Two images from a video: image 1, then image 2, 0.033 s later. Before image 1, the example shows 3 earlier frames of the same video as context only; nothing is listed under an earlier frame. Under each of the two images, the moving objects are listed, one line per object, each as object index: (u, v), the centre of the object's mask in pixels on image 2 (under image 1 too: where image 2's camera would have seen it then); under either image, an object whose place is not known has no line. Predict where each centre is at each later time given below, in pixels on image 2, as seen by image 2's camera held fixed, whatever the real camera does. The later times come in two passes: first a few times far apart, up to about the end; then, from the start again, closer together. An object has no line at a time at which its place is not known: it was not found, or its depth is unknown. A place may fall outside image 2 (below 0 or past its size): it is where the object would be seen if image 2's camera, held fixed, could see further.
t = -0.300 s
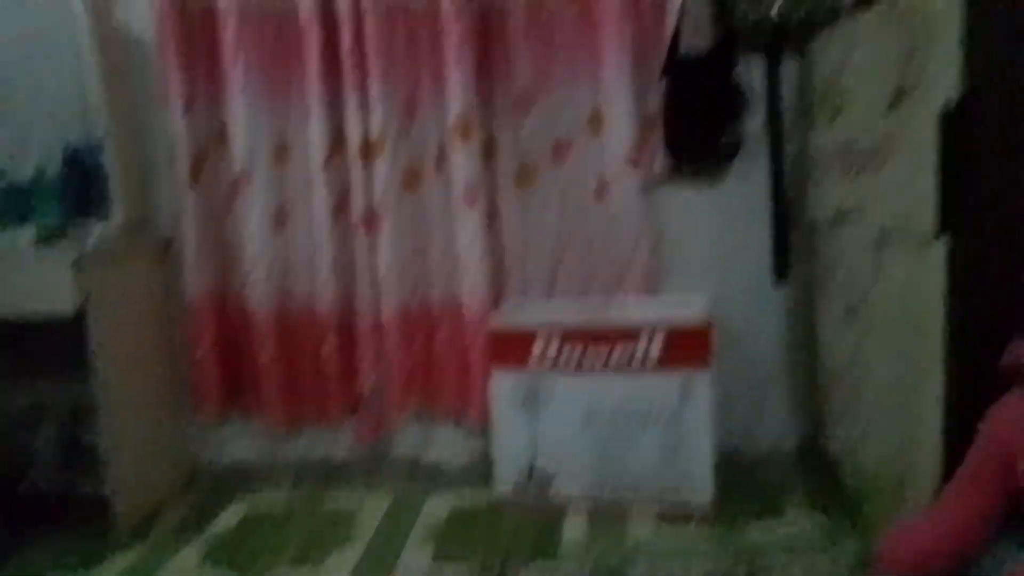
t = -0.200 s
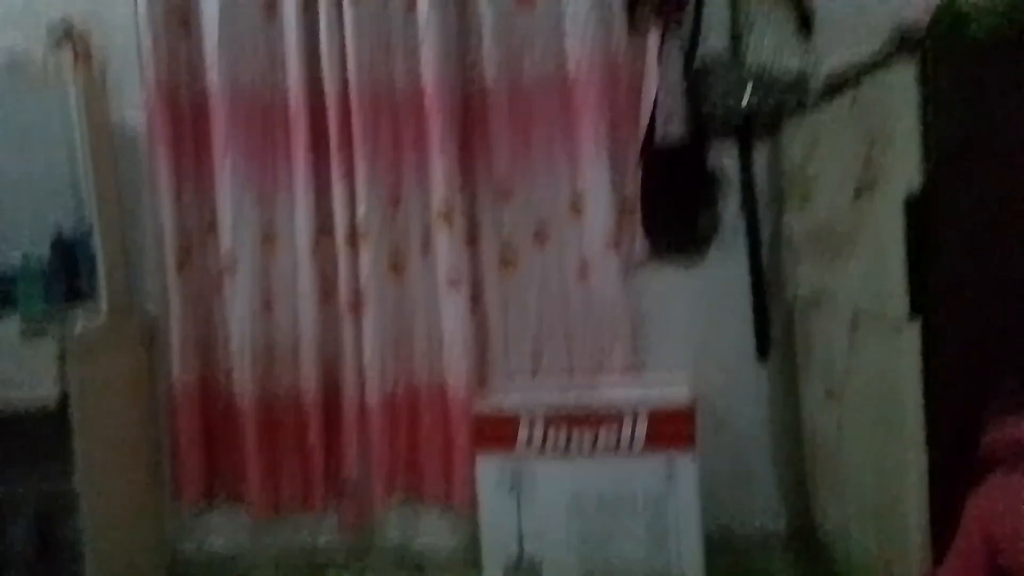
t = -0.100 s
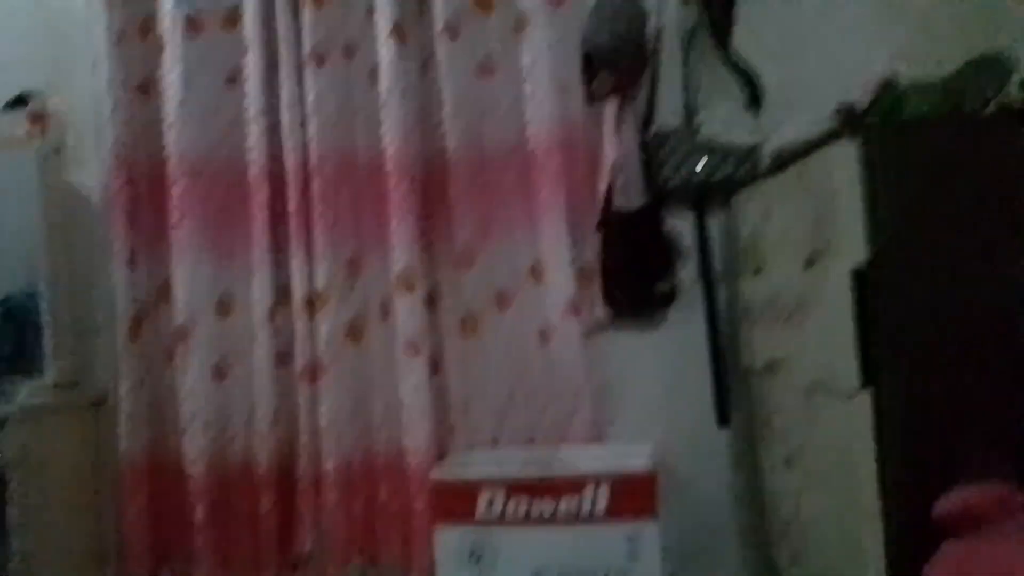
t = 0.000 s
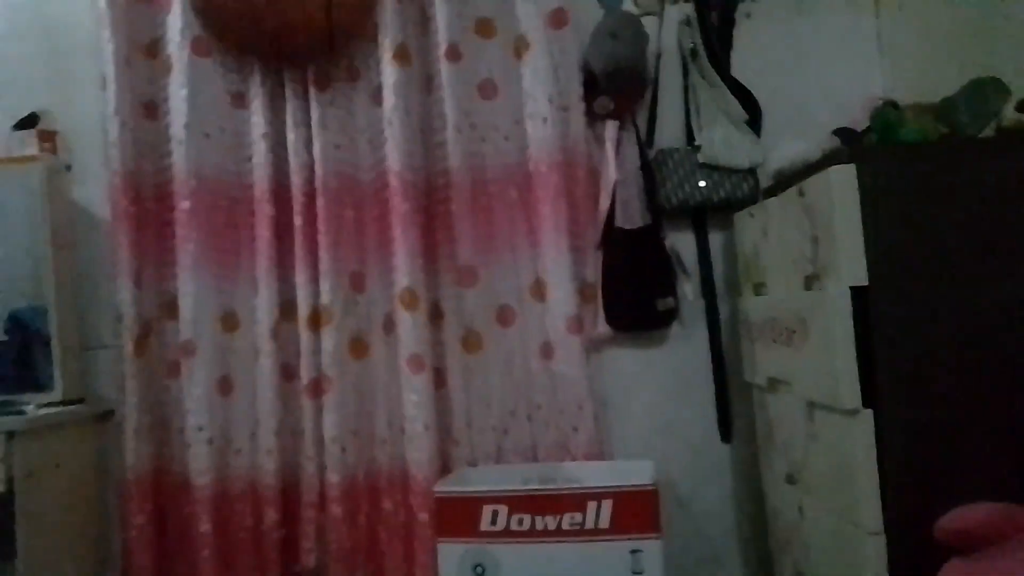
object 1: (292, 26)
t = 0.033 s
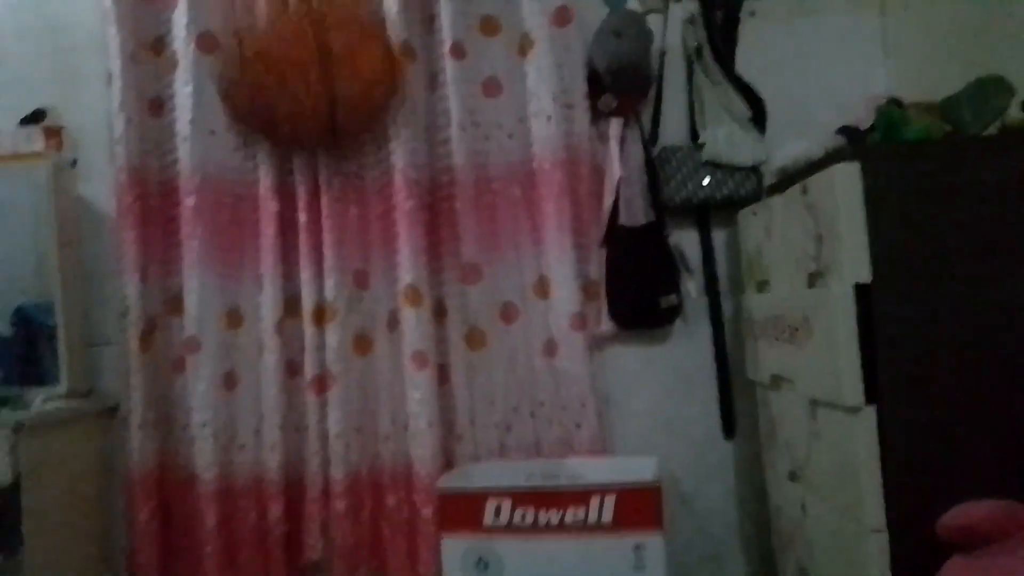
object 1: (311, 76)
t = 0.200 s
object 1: (418, 628)
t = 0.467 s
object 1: (493, 624)
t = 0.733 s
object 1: (546, 696)
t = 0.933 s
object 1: (576, 725)
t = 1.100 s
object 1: (600, 754)
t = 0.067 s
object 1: (334, 175)
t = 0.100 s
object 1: (352, 267)
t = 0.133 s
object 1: (378, 396)
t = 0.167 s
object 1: (391, 518)
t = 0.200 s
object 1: (418, 628)
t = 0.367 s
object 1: (466, 688)
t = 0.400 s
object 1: (476, 666)
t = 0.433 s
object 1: (487, 649)
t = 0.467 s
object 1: (493, 624)
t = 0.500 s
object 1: (498, 605)
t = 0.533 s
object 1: (504, 596)
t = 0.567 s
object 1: (511, 592)
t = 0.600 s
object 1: (518, 601)
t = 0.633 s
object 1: (527, 620)
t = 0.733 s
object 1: (546, 696)
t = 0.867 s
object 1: (567, 736)
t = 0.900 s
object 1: (573, 727)
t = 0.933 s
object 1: (576, 725)
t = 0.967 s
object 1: (581, 725)
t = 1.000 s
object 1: (584, 726)
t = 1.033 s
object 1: (589, 731)
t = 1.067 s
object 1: (594, 739)
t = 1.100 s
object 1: (600, 754)
